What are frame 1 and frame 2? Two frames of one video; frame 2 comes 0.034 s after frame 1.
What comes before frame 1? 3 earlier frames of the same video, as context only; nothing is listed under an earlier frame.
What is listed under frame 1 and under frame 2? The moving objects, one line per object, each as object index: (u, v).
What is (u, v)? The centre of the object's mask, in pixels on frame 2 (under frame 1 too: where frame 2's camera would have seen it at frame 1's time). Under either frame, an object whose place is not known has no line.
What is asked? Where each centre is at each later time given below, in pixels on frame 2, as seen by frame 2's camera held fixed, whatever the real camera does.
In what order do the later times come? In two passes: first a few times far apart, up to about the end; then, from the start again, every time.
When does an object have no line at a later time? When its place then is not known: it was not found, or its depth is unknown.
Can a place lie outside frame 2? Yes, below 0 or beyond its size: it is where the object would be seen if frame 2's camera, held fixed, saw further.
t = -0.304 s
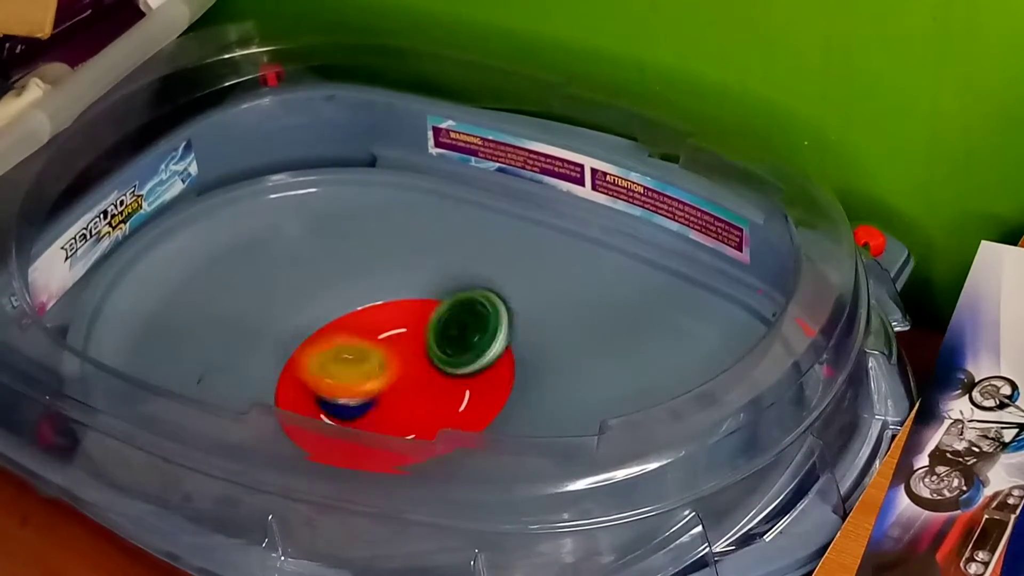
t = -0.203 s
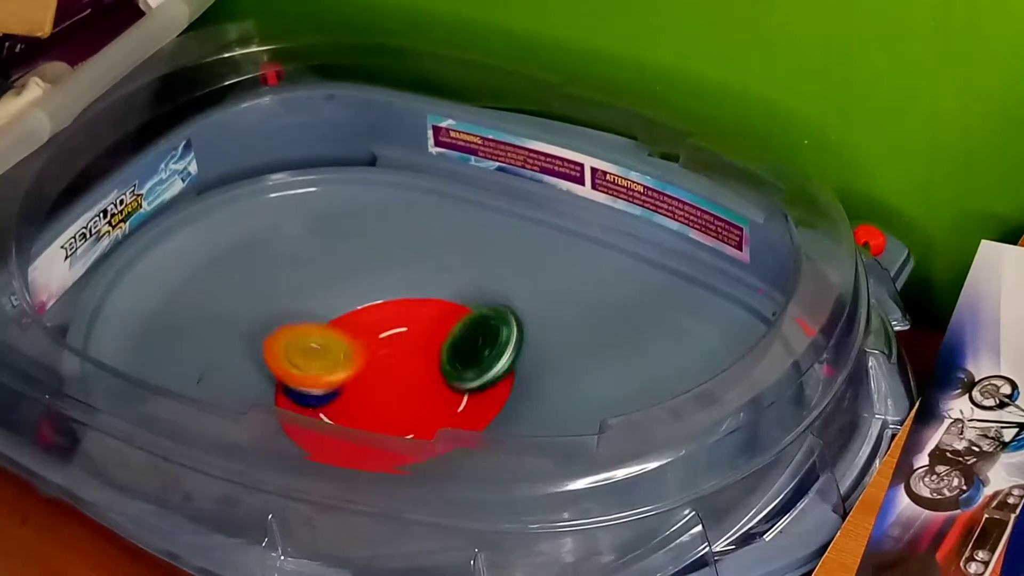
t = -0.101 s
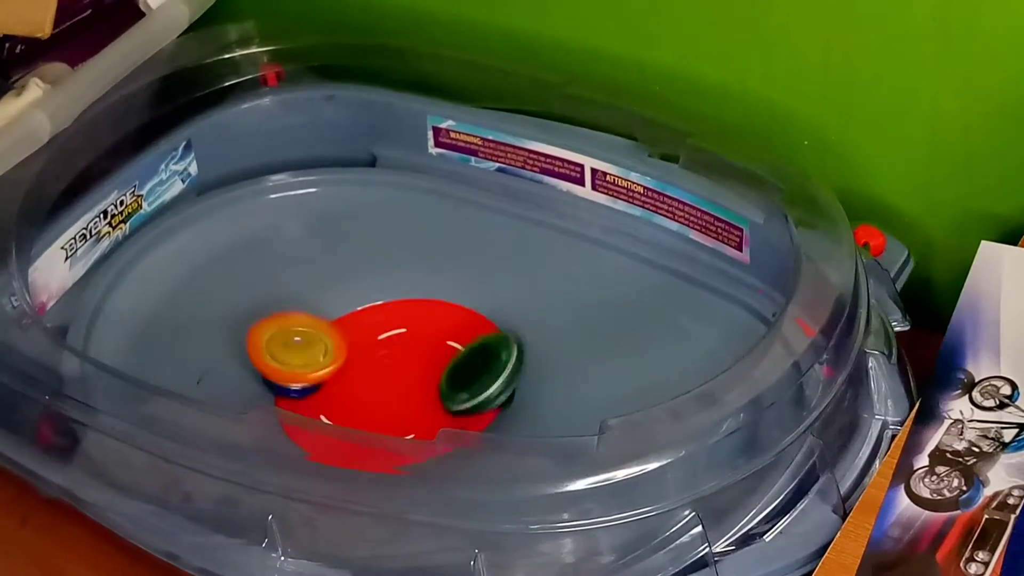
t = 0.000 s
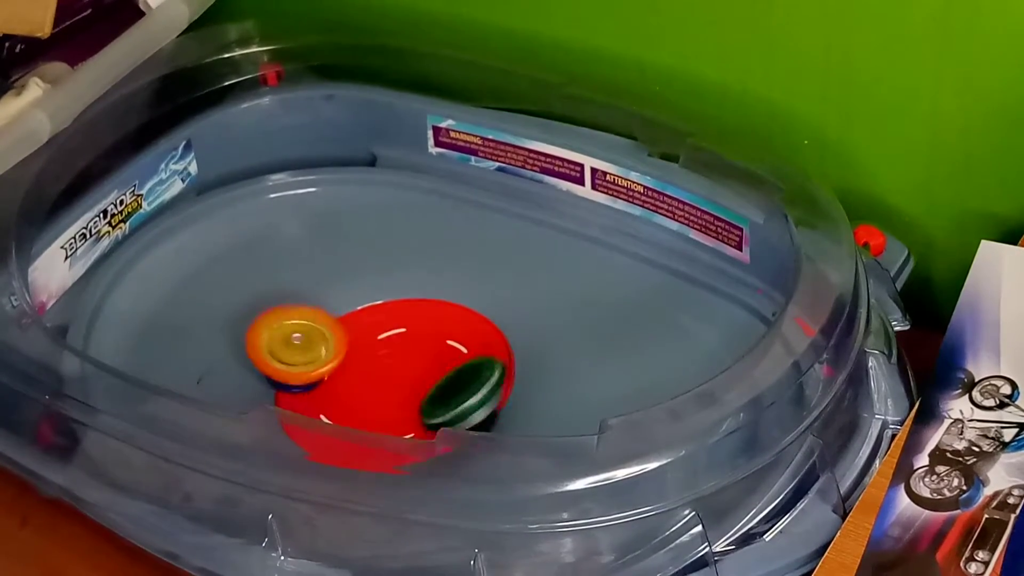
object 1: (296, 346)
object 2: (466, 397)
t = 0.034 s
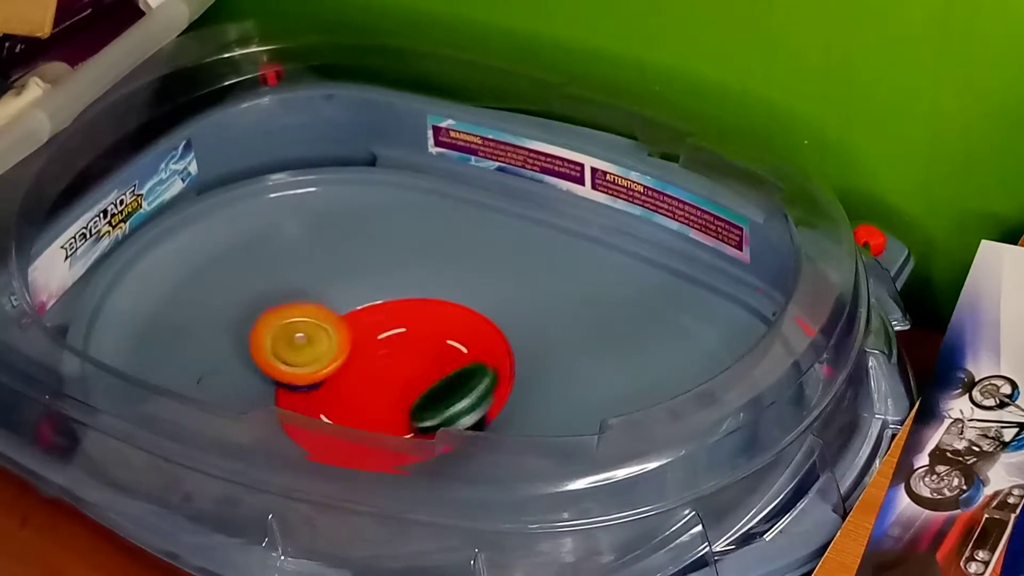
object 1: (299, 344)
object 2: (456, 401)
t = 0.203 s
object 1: (339, 349)
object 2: (395, 416)
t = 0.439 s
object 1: (425, 354)
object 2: (324, 400)
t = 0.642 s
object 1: (457, 363)
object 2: (316, 358)
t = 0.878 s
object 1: (406, 378)
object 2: (348, 324)
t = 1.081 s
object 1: (324, 381)
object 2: (401, 326)
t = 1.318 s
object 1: (287, 367)
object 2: (429, 372)
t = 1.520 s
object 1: (332, 361)
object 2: (407, 410)
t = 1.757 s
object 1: (421, 338)
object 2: (354, 411)
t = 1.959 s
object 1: (450, 345)
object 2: (330, 378)
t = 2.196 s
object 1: (398, 386)
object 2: (360, 328)
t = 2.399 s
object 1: (324, 405)
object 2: (407, 330)
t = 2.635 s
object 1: (327, 372)
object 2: (422, 376)
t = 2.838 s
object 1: (355, 322)
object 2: (393, 414)
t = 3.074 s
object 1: (410, 322)
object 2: (341, 399)
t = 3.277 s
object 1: (474, 375)
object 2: (288, 356)
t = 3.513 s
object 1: (381, 411)
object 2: (343, 329)
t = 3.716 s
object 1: (324, 365)
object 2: (385, 315)
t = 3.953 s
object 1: (323, 313)
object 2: (390, 331)
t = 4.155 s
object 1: (332, 300)
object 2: (368, 352)
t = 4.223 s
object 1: (330, 302)
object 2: (366, 353)
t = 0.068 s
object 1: (305, 343)
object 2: (444, 405)
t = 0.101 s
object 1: (313, 343)
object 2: (433, 409)
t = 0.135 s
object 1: (320, 345)
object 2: (421, 413)
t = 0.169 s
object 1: (330, 347)
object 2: (408, 416)
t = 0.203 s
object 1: (339, 349)
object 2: (395, 416)
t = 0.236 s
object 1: (351, 351)
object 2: (381, 426)
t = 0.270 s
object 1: (362, 353)
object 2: (367, 425)
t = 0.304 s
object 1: (377, 355)
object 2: (355, 425)
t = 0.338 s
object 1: (390, 355)
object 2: (345, 423)
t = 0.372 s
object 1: (402, 354)
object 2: (335, 417)
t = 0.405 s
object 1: (416, 353)
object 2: (330, 405)
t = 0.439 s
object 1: (425, 354)
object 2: (324, 400)
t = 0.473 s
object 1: (437, 353)
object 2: (321, 393)
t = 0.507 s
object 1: (444, 355)
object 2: (318, 387)
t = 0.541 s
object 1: (451, 356)
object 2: (316, 381)
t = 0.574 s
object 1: (455, 359)
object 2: (316, 372)
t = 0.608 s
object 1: (457, 361)
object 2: (316, 365)
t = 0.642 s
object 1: (457, 363)
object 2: (316, 358)
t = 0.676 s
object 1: (456, 367)
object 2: (318, 351)
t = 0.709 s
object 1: (452, 369)
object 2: (320, 345)
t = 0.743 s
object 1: (446, 373)
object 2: (324, 338)
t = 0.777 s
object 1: (438, 375)
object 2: (330, 335)
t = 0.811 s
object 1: (429, 379)
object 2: (336, 331)
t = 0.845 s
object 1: (418, 382)
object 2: (343, 327)
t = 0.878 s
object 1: (406, 378)
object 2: (348, 324)
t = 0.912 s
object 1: (393, 386)
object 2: (357, 321)
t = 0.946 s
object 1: (379, 379)
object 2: (365, 317)
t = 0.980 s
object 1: (367, 385)
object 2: (374, 318)
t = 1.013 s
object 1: (352, 385)
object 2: (385, 317)
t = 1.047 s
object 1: (336, 381)
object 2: (393, 320)
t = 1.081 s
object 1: (324, 381)
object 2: (401, 326)
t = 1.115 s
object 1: (314, 380)
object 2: (407, 329)
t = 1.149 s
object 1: (303, 379)
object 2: (413, 336)
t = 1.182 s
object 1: (296, 376)
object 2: (418, 342)
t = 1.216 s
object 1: (293, 374)
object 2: (422, 350)
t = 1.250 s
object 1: (288, 372)
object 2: (426, 357)
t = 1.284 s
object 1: (286, 369)
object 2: (428, 365)
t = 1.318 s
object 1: (287, 367)
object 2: (429, 372)
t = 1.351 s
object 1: (290, 366)
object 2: (428, 380)
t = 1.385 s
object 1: (294, 364)
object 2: (426, 388)
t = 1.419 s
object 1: (301, 363)
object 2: (422, 395)
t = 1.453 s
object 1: (309, 363)
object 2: (417, 402)
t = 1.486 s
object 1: (318, 361)
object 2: (412, 407)
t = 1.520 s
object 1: (332, 361)
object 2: (407, 410)
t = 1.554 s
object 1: (343, 361)
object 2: (402, 413)
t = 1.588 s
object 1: (359, 356)
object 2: (394, 416)
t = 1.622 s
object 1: (376, 354)
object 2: (387, 416)
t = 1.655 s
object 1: (386, 349)
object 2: (378, 417)
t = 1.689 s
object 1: (398, 343)
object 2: (369, 416)
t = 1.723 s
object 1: (412, 340)
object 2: (360, 414)
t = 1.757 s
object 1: (421, 338)
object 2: (354, 411)
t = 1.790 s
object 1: (430, 336)
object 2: (346, 407)
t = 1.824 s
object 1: (438, 336)
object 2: (340, 402)
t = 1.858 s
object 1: (444, 337)
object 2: (336, 398)
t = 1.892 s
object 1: (448, 338)
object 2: (332, 392)
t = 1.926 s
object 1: (449, 341)
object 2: (330, 385)
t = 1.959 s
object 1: (450, 345)
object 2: (330, 378)
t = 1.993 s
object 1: (449, 350)
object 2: (331, 370)
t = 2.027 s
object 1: (445, 356)
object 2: (334, 363)
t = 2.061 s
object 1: (438, 362)
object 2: (338, 356)
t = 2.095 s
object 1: (431, 368)
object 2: (342, 350)
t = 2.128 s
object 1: (421, 374)
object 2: (345, 342)
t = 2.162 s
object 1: (410, 379)
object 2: (351, 335)
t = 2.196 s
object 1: (398, 386)
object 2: (360, 328)
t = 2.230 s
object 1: (385, 394)
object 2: (369, 325)
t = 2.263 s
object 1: (371, 396)
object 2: (377, 325)
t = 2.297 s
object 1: (360, 397)
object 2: (386, 325)
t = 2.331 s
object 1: (347, 398)
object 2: (393, 326)
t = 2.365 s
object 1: (336, 399)
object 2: (401, 327)
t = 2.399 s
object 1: (324, 405)
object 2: (407, 330)
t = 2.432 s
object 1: (315, 404)
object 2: (412, 332)
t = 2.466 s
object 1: (310, 402)
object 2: (417, 337)
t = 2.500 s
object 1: (309, 402)
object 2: (420, 343)
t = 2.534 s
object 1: (318, 389)
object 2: (423, 351)
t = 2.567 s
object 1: (318, 383)
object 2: (425, 358)
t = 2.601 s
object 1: (322, 378)
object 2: (425, 367)
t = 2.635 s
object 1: (327, 372)
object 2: (422, 376)
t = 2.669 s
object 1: (329, 362)
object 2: (422, 386)
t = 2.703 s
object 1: (333, 352)
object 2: (421, 396)
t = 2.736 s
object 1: (340, 344)
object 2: (415, 405)
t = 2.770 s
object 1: (345, 337)
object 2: (409, 409)
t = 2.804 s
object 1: (349, 330)
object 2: (401, 411)
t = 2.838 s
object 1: (355, 322)
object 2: (393, 414)
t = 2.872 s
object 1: (365, 317)
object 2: (384, 415)
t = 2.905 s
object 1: (374, 314)
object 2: (374, 414)
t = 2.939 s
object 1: (382, 313)
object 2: (365, 413)
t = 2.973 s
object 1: (389, 313)
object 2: (355, 411)
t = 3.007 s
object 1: (396, 313)
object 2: (349, 408)
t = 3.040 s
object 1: (404, 316)
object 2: (345, 404)
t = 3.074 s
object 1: (410, 322)
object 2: (341, 399)
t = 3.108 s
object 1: (415, 330)
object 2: (340, 395)
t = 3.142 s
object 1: (419, 338)
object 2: (340, 390)
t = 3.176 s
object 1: (434, 348)
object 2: (322, 385)
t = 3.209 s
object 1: (458, 360)
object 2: (303, 376)
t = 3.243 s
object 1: (475, 368)
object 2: (291, 364)
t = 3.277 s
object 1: (474, 375)
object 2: (288, 356)
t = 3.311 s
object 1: (469, 382)
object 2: (290, 350)
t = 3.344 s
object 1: (461, 394)
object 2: (296, 345)
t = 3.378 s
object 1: (447, 399)
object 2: (306, 341)
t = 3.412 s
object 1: (430, 401)
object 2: (314, 337)
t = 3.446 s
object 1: (416, 404)
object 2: (324, 334)
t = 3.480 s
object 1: (399, 408)
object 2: (334, 332)
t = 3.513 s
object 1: (381, 411)
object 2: (343, 329)
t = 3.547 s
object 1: (367, 404)
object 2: (352, 327)
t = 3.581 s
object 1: (353, 401)
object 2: (361, 325)
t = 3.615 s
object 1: (340, 393)
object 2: (369, 322)
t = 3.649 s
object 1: (332, 384)
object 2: (376, 320)
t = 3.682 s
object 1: (326, 376)
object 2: (382, 316)
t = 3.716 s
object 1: (324, 365)
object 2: (385, 315)
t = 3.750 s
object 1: (323, 355)
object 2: (388, 314)
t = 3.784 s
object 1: (316, 347)
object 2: (393, 312)
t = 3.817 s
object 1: (317, 338)
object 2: (394, 313)
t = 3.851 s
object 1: (317, 329)
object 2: (394, 315)
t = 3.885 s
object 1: (318, 323)
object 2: (395, 319)
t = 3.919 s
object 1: (320, 318)
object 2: (394, 324)
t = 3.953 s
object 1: (323, 313)
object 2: (390, 331)
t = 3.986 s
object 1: (325, 306)
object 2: (383, 337)
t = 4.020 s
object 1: (328, 302)
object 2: (378, 342)
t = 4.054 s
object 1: (330, 301)
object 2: (374, 347)
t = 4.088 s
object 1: (332, 300)
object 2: (371, 349)
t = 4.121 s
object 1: (333, 300)
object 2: (369, 351)
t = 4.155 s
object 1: (332, 300)
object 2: (368, 352)
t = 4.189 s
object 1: (331, 301)
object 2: (367, 353)
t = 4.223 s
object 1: (330, 302)
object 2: (366, 353)
